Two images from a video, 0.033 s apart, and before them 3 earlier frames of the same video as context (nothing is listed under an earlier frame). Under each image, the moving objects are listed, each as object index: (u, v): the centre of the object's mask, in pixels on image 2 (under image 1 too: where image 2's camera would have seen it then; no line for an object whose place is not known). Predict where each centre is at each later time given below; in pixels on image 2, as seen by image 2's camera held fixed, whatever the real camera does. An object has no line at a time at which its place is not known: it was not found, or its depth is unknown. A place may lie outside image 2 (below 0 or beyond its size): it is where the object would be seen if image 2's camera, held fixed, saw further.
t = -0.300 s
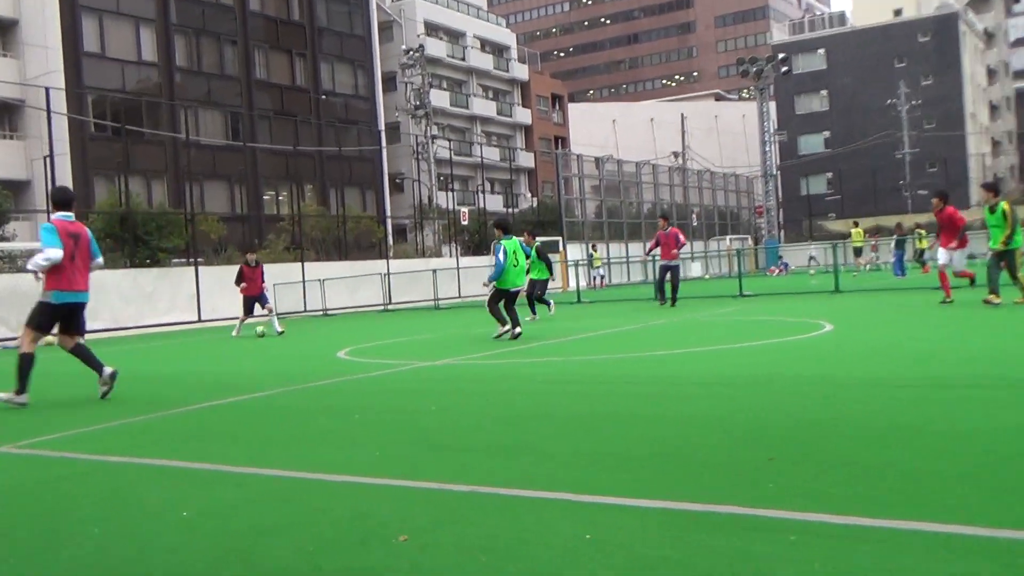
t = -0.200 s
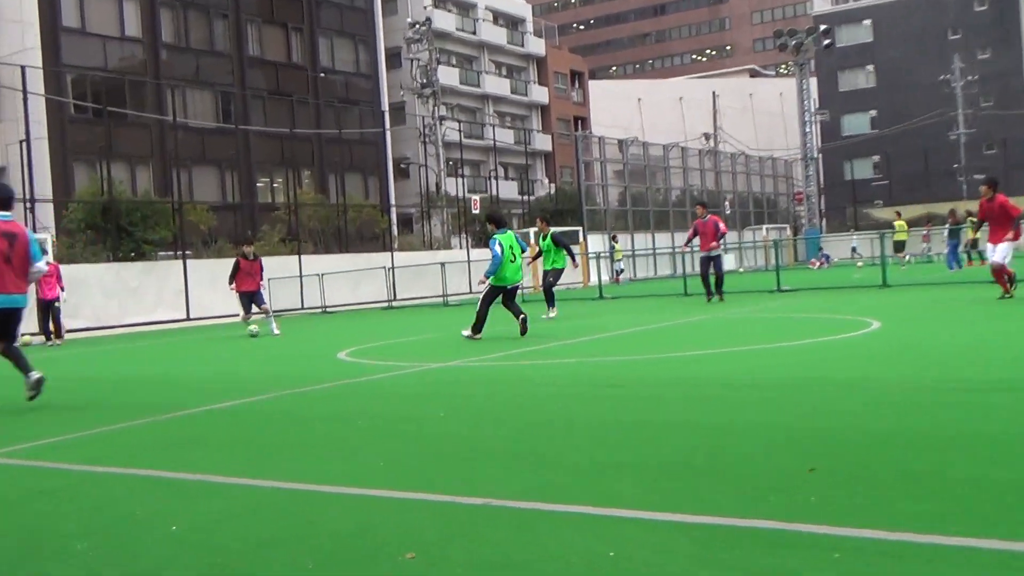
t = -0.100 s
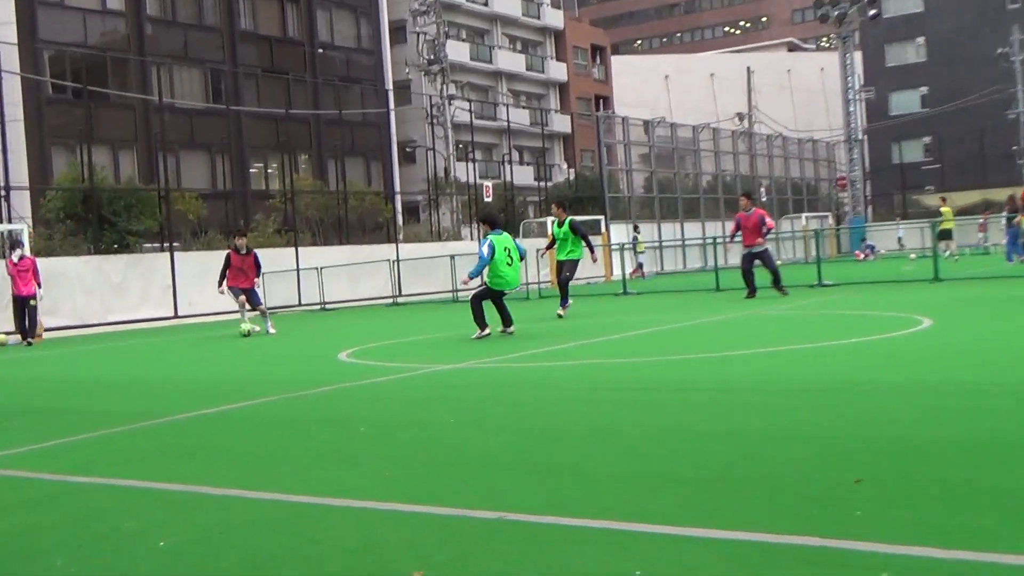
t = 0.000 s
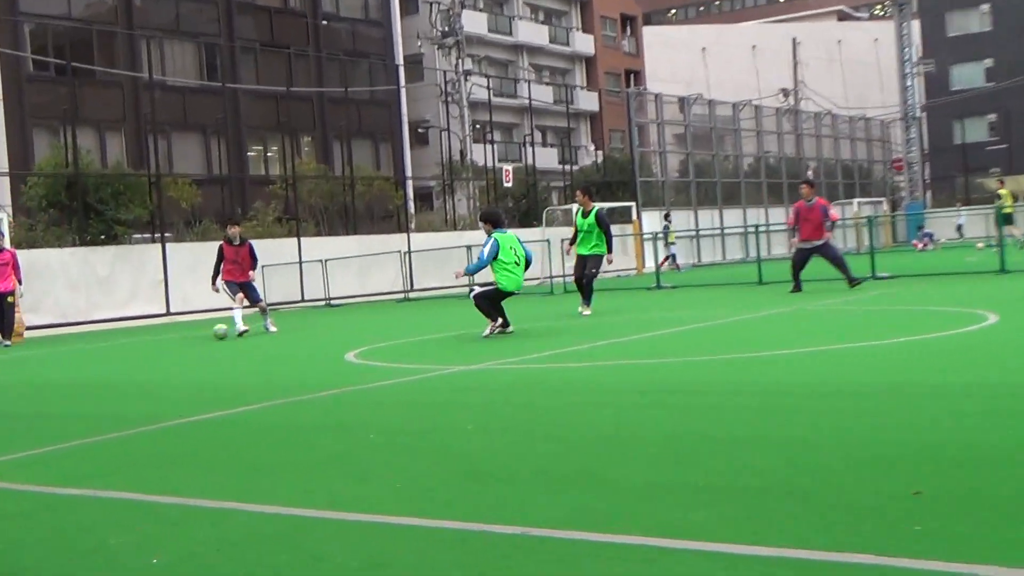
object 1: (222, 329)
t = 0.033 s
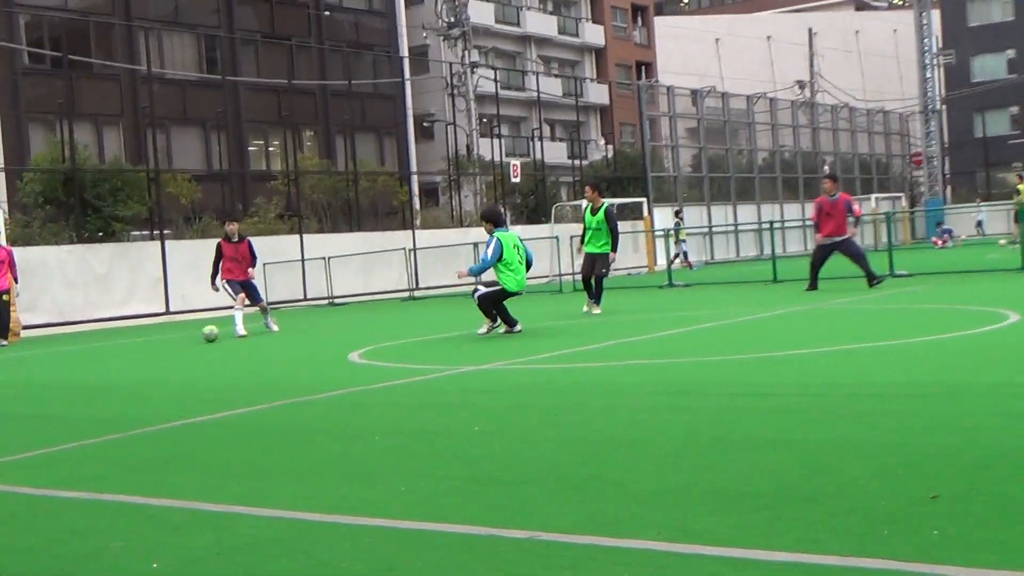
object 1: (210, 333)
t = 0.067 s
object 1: (199, 336)
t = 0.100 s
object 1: (187, 338)
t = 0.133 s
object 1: (176, 340)
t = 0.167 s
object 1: (164, 343)
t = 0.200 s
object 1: (152, 344)
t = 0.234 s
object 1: (139, 347)
